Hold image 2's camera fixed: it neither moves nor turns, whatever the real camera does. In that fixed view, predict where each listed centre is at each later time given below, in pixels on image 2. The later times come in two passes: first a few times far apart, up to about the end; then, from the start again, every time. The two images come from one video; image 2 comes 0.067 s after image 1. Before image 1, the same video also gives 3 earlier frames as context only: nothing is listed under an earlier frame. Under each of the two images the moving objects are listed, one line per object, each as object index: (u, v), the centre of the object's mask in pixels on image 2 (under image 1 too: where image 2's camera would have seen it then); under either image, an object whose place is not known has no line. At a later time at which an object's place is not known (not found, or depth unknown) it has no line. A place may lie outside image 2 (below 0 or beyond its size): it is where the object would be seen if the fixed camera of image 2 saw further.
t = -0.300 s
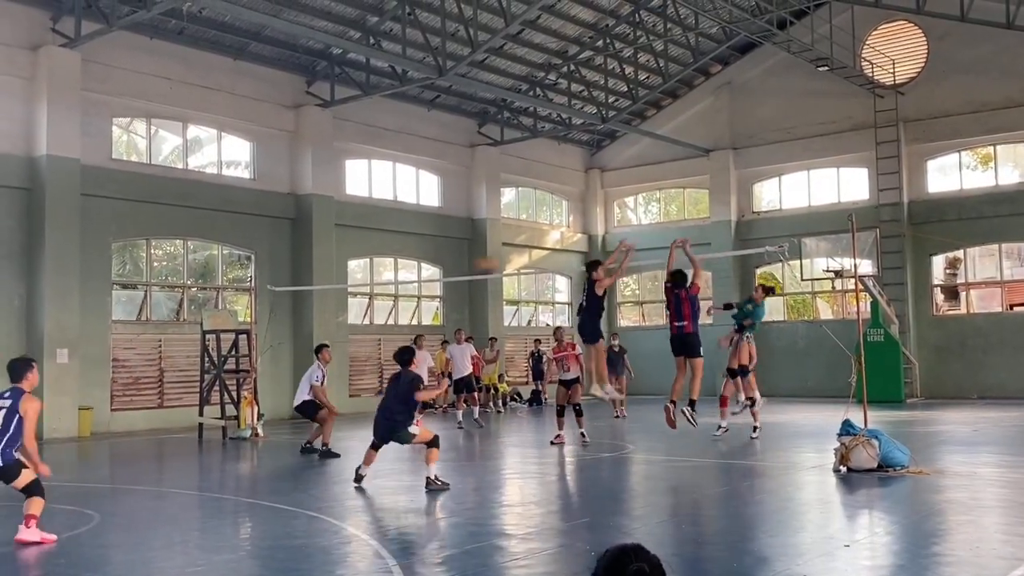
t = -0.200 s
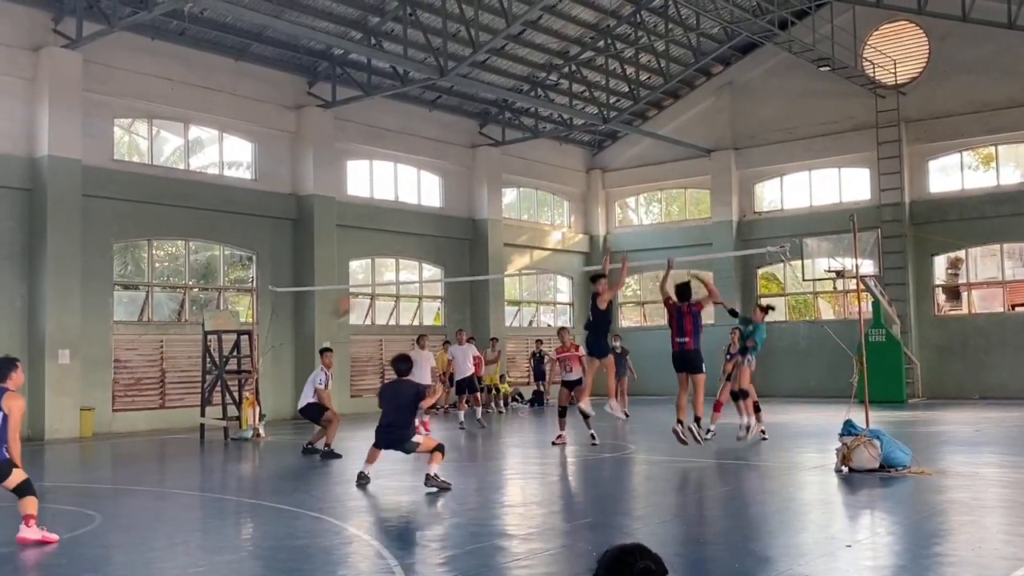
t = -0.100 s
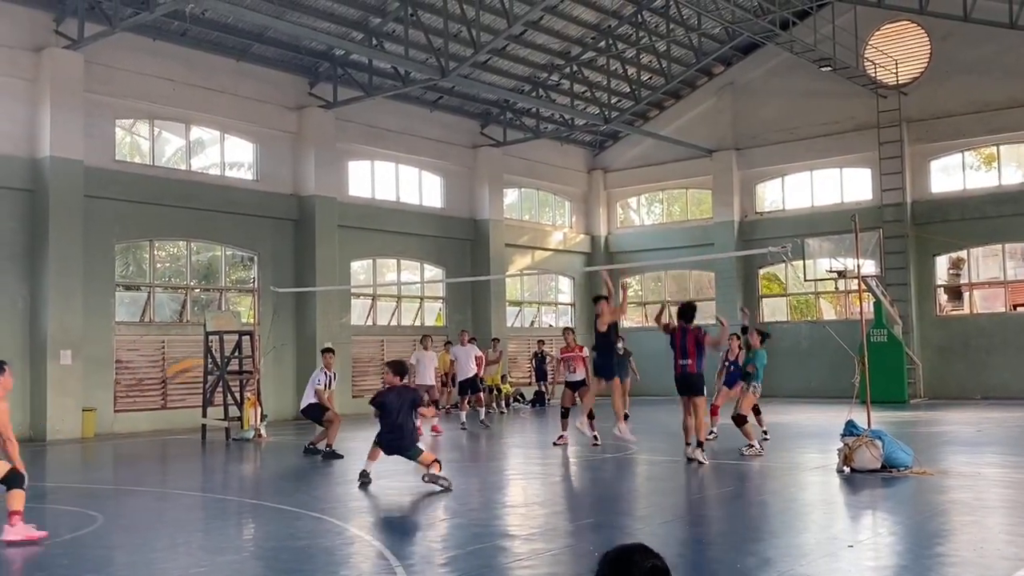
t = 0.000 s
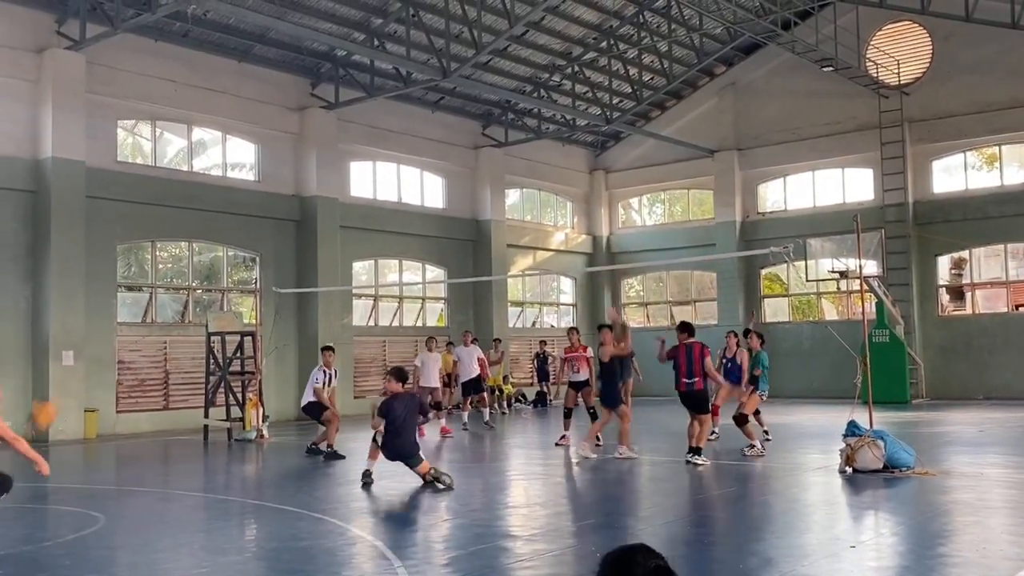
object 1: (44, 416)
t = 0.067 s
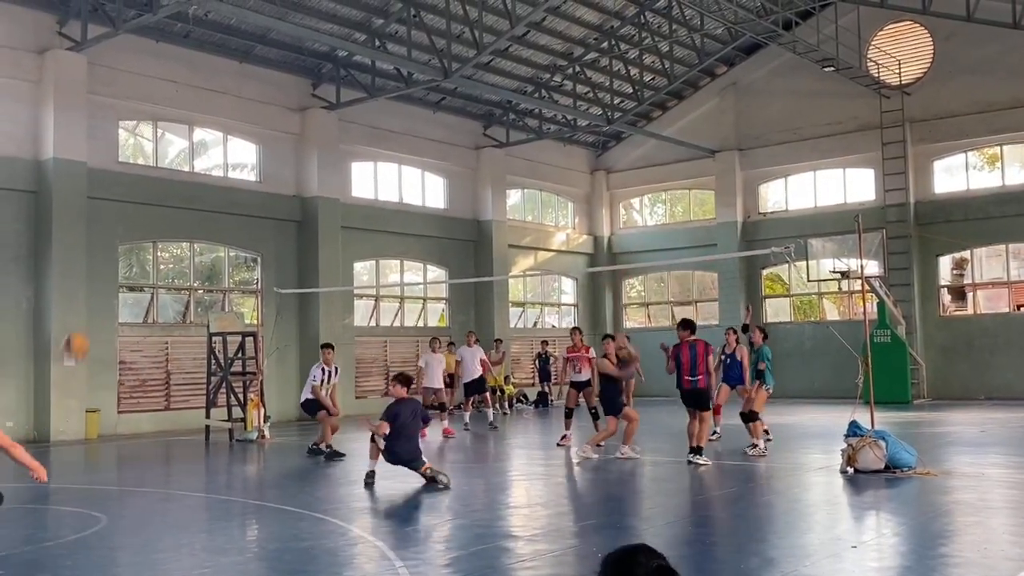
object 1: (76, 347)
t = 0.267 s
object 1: (157, 194)
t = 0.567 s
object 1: (247, 82)
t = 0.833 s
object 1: (310, 65)
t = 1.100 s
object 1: (366, 108)
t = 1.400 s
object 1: (421, 218)
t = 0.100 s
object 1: (90, 314)
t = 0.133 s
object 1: (104, 288)
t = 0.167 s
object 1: (119, 261)
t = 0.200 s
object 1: (131, 237)
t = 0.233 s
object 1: (144, 215)
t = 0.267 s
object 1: (157, 194)
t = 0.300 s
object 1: (171, 178)
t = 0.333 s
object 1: (179, 159)
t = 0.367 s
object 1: (190, 144)
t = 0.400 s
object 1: (201, 129)
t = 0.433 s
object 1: (211, 117)
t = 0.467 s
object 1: (220, 107)
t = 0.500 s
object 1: (230, 97)
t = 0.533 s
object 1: (239, 88)
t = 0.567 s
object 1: (247, 82)
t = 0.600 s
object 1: (256, 76)
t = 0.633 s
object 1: (264, 71)
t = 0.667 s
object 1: (273, 67)
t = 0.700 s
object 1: (280, 64)
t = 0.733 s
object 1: (288, 64)
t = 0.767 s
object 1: (297, 63)
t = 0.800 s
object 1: (303, 63)
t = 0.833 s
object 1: (310, 65)
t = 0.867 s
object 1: (318, 68)
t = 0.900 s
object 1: (327, 72)
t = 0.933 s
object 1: (332, 74)
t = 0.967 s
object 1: (339, 78)
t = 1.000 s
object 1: (345, 87)
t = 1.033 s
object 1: (354, 94)
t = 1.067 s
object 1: (360, 100)
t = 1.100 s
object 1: (366, 108)
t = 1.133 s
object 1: (371, 119)
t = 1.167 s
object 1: (379, 129)
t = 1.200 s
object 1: (386, 139)
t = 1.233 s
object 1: (390, 150)
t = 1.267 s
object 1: (398, 162)
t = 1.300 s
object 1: (402, 176)
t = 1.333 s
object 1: (408, 189)
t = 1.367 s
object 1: (415, 204)
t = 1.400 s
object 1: (421, 218)
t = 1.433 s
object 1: (426, 233)
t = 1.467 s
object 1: (433, 250)
